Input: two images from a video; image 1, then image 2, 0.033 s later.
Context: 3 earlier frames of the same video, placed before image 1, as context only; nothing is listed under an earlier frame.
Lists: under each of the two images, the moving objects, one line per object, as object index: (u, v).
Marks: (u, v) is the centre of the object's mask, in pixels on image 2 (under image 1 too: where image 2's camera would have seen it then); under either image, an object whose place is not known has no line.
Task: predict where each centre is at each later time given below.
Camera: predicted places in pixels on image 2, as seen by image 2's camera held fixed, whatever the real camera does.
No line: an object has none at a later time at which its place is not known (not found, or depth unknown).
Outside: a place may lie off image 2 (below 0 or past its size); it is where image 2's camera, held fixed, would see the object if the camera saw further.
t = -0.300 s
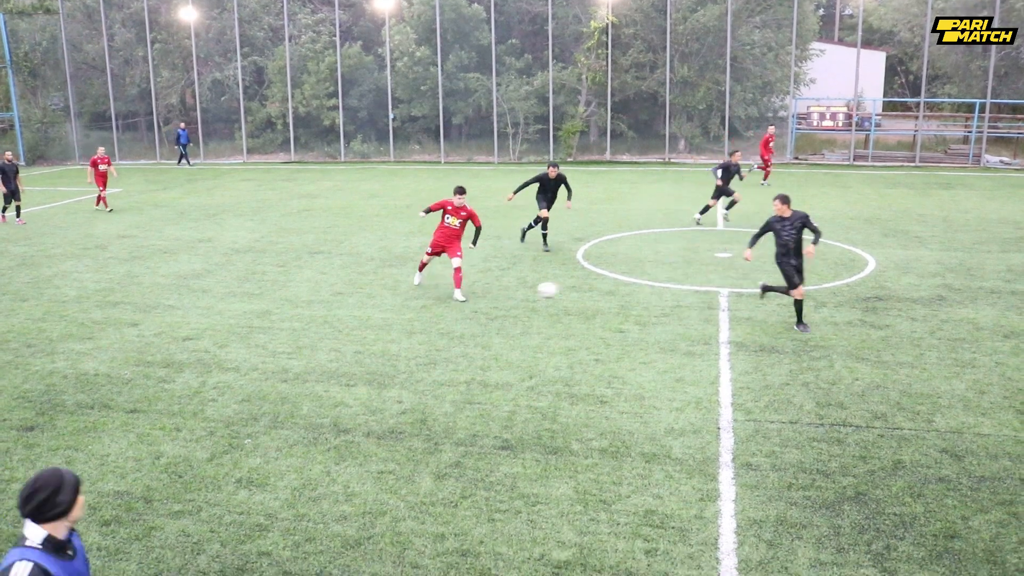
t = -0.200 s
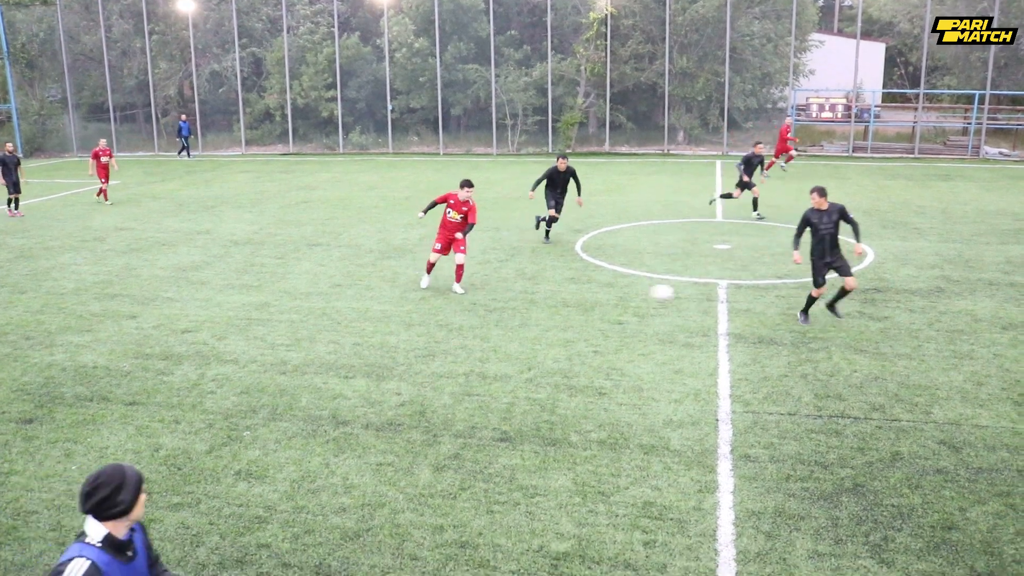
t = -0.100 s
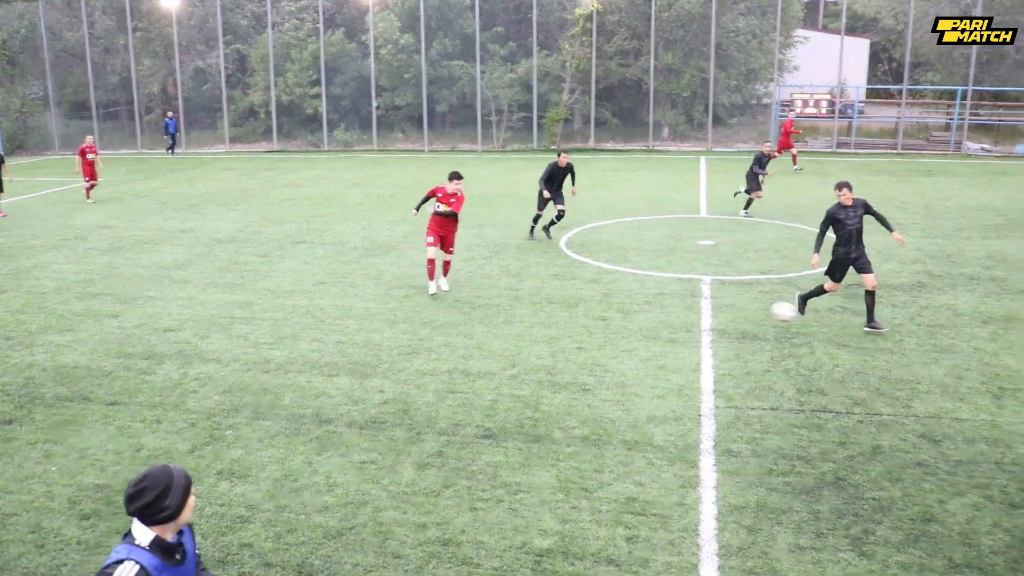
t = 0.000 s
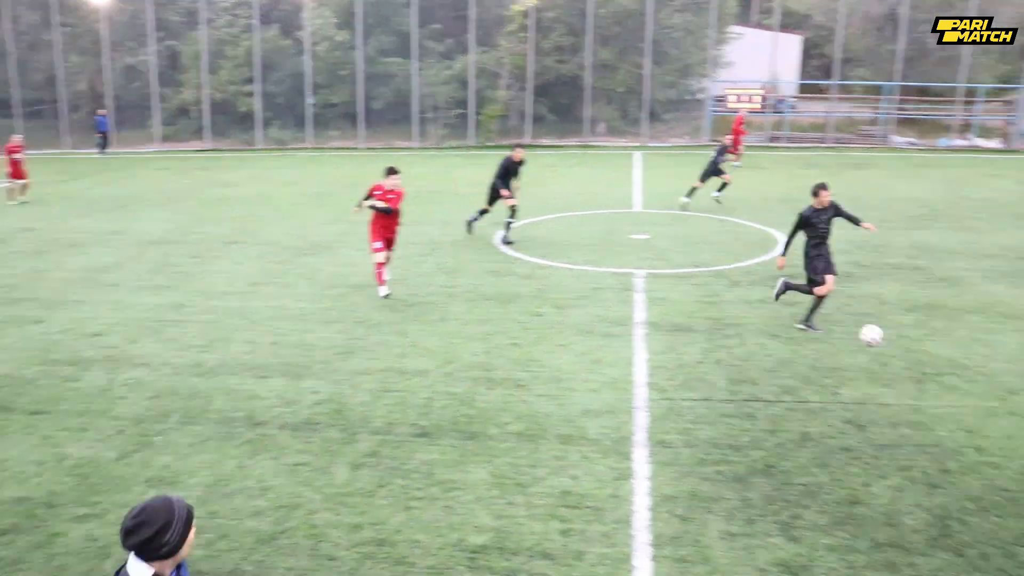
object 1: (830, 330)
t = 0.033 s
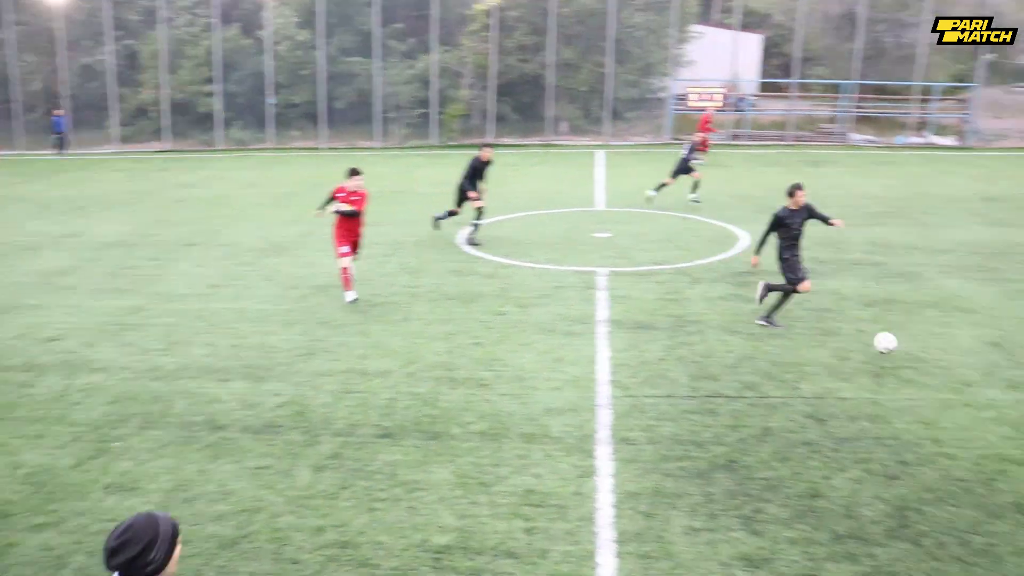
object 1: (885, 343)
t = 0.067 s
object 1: (941, 356)
